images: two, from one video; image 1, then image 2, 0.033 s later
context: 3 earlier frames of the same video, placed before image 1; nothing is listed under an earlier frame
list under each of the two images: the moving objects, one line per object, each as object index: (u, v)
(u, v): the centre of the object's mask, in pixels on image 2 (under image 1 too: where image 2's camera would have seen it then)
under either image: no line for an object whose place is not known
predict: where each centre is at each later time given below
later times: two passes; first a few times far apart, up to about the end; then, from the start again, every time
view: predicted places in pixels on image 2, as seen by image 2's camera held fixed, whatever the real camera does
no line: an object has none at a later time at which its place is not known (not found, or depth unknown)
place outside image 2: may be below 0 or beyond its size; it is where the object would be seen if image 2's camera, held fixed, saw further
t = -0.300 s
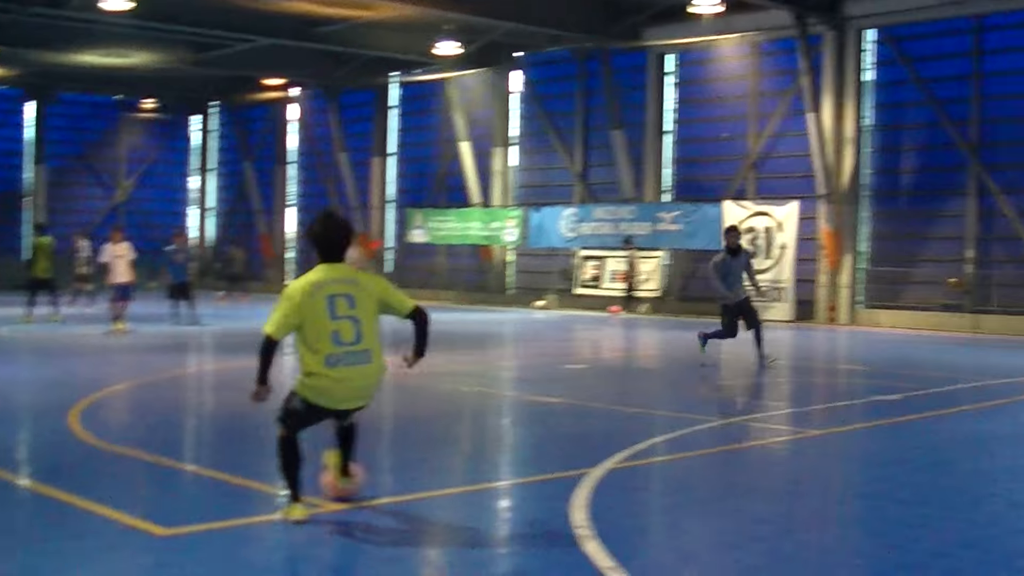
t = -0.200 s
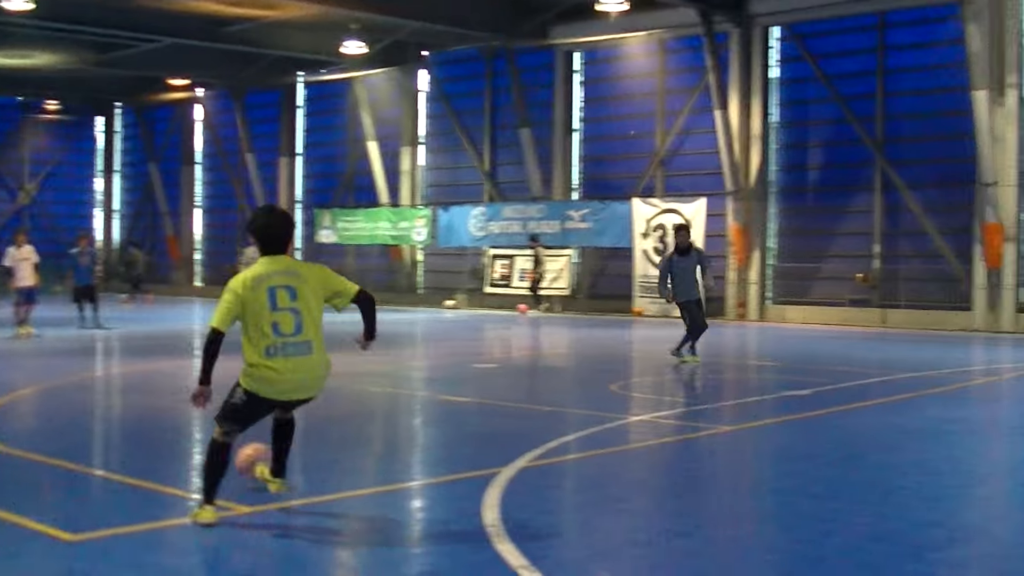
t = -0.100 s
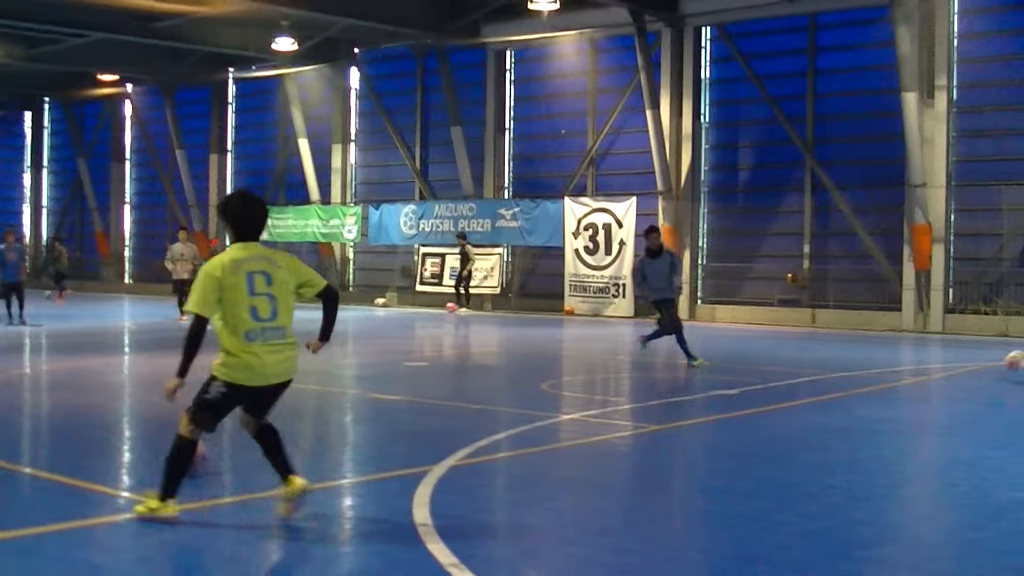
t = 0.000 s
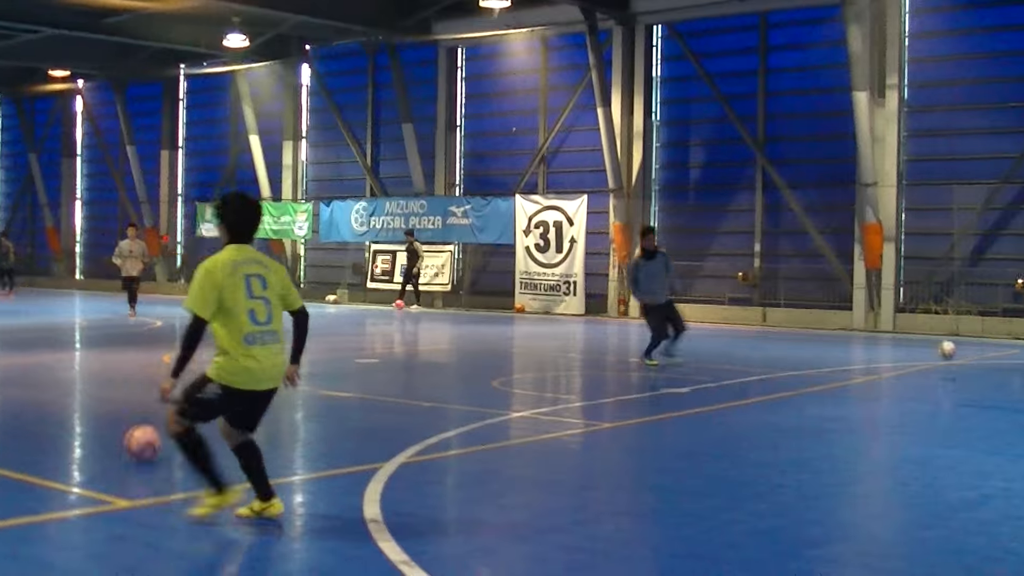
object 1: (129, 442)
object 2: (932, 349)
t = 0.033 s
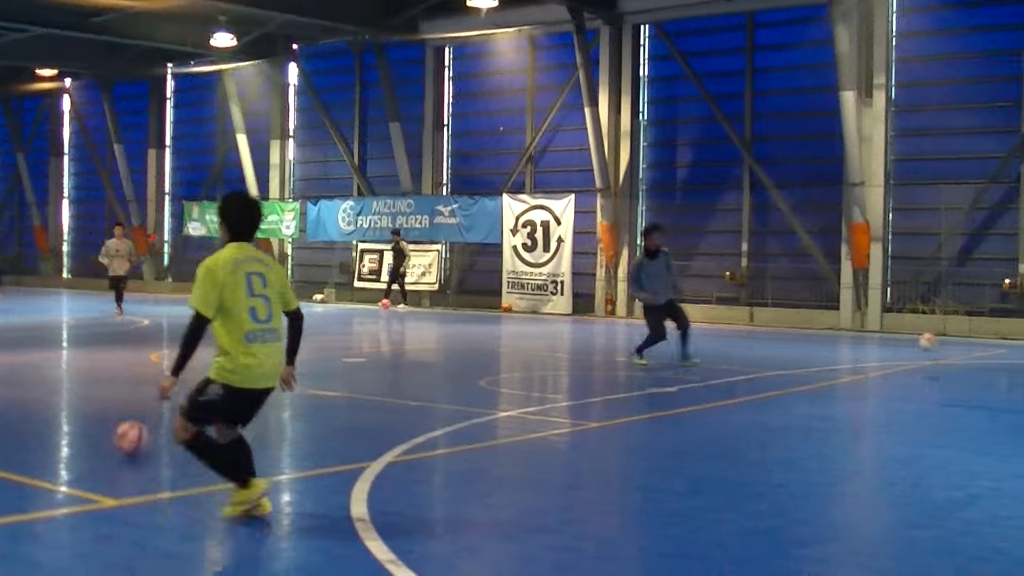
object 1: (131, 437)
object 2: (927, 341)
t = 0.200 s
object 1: (137, 425)
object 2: (908, 324)
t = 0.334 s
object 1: (143, 416)
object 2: (895, 327)
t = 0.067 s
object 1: (132, 433)
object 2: (926, 337)
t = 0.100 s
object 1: (133, 431)
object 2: (921, 332)
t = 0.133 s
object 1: (136, 429)
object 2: (916, 327)
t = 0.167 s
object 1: (135, 428)
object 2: (914, 326)
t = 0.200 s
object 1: (137, 425)
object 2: (908, 324)
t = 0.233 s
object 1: (138, 423)
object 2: (905, 325)
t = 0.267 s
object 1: (140, 421)
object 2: (901, 325)
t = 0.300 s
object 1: (141, 418)
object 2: (897, 325)
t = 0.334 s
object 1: (143, 416)
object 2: (895, 327)
